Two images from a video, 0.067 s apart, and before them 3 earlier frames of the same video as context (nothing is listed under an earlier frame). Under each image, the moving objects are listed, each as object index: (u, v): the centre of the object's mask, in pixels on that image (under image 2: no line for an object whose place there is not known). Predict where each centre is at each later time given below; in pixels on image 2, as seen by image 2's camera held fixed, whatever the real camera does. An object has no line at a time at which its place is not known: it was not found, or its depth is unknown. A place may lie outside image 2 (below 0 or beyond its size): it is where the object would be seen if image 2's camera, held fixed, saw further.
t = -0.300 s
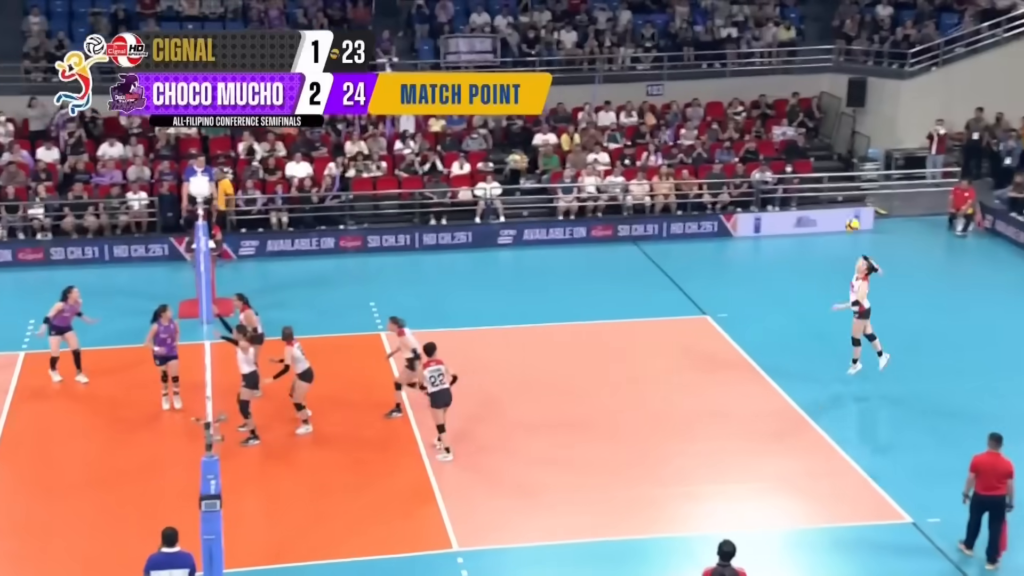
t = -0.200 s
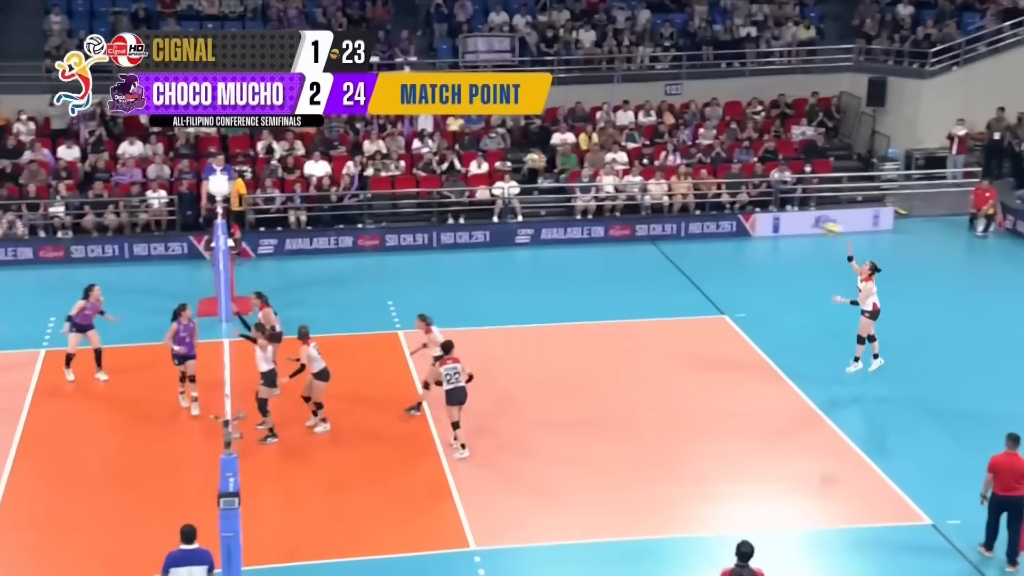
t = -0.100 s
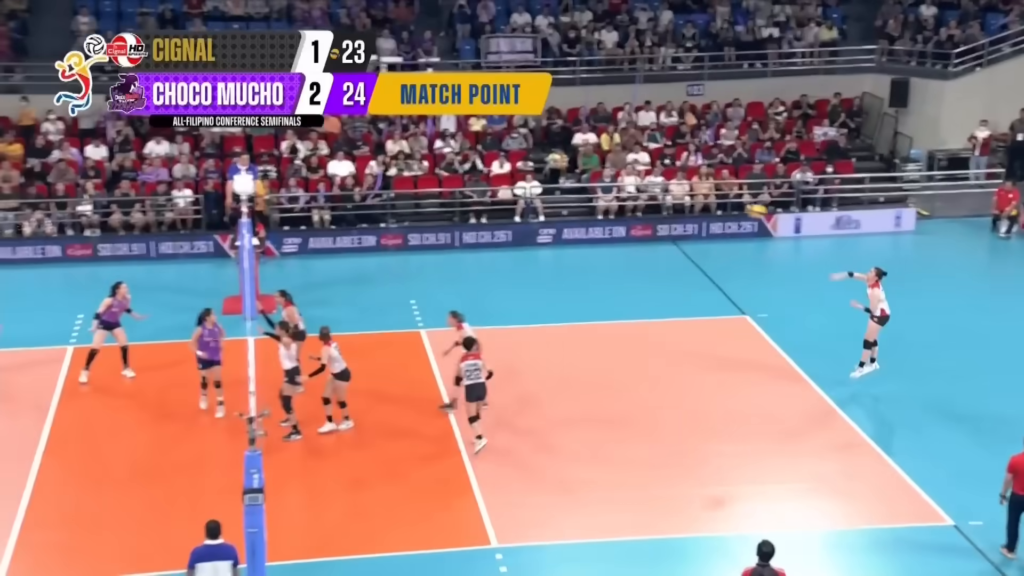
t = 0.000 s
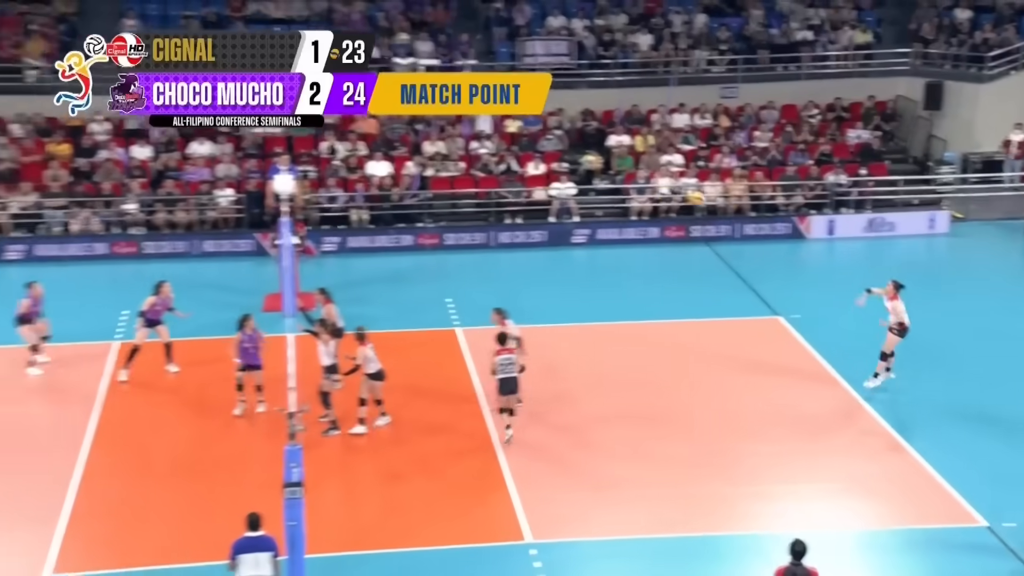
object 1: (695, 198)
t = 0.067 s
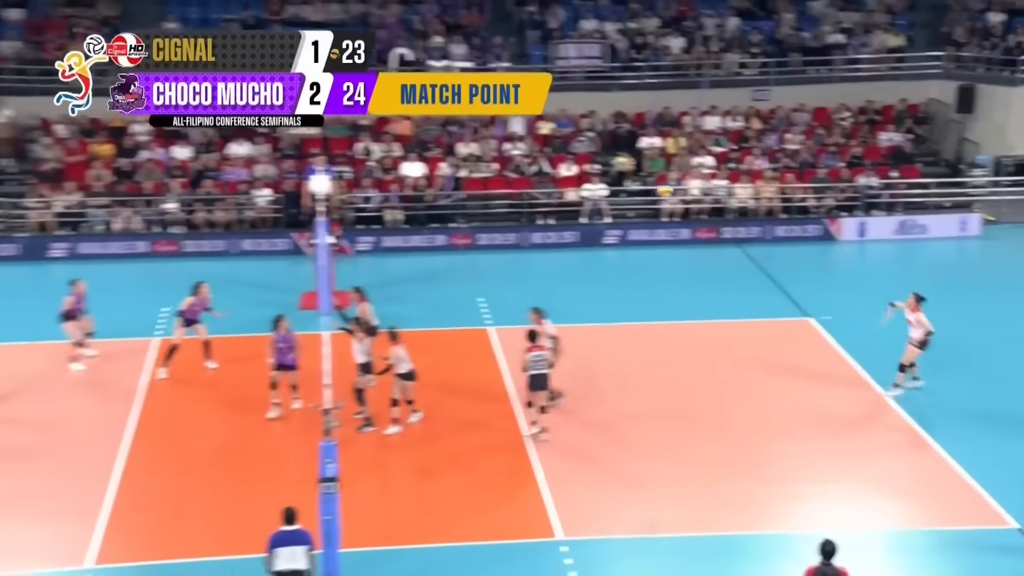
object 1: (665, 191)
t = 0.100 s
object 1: (635, 188)
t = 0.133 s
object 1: (607, 186)
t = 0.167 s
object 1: (578, 182)
